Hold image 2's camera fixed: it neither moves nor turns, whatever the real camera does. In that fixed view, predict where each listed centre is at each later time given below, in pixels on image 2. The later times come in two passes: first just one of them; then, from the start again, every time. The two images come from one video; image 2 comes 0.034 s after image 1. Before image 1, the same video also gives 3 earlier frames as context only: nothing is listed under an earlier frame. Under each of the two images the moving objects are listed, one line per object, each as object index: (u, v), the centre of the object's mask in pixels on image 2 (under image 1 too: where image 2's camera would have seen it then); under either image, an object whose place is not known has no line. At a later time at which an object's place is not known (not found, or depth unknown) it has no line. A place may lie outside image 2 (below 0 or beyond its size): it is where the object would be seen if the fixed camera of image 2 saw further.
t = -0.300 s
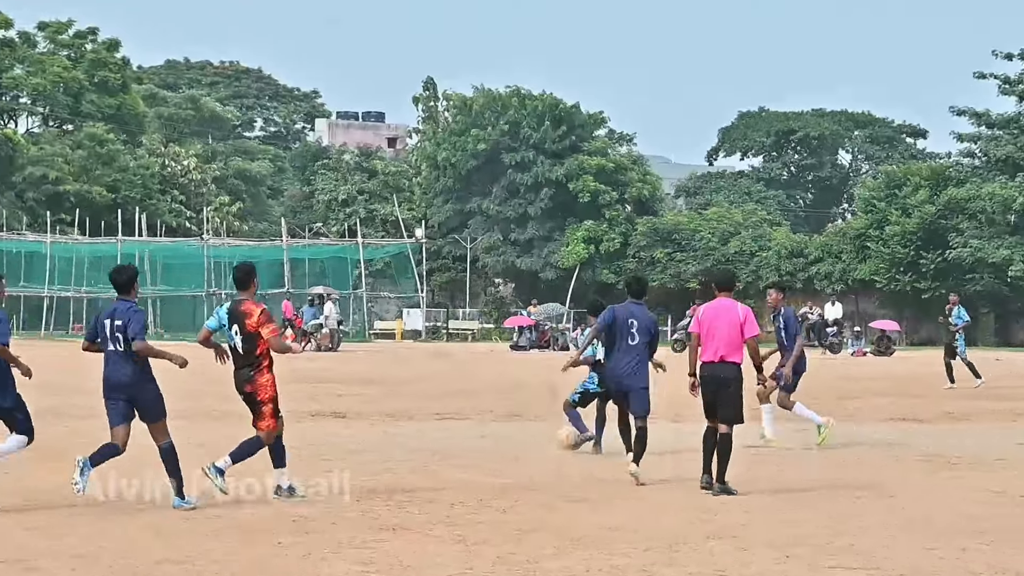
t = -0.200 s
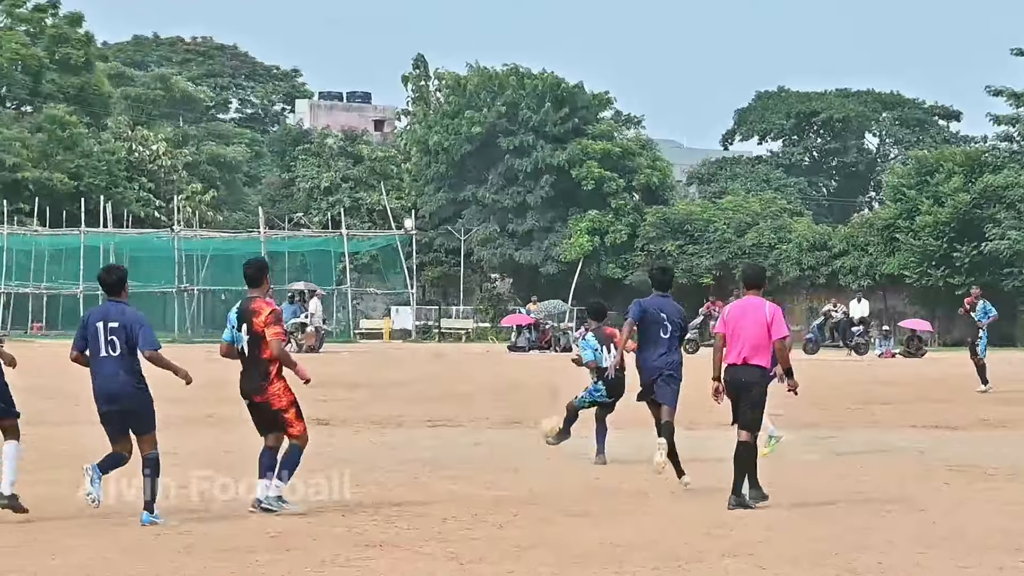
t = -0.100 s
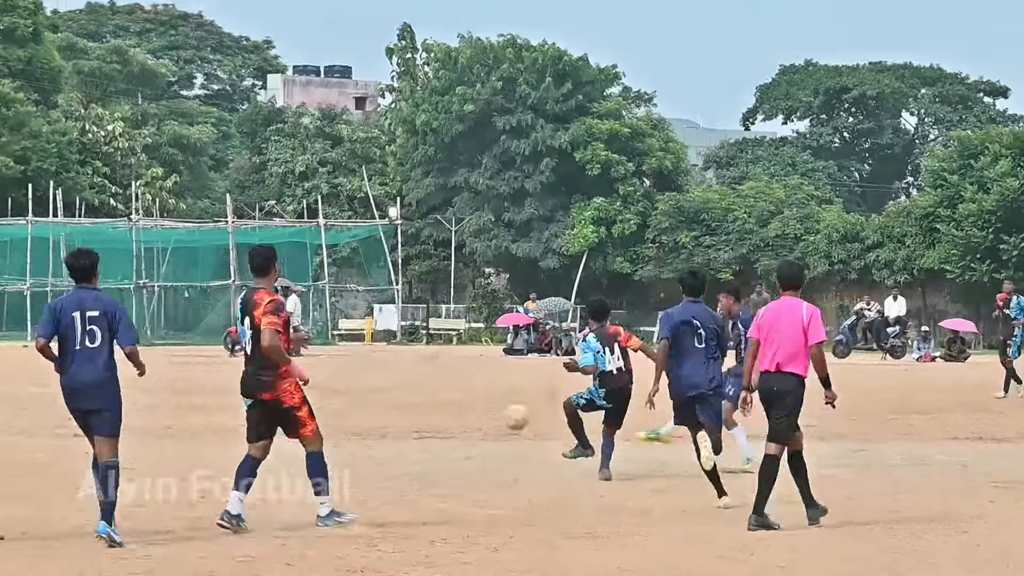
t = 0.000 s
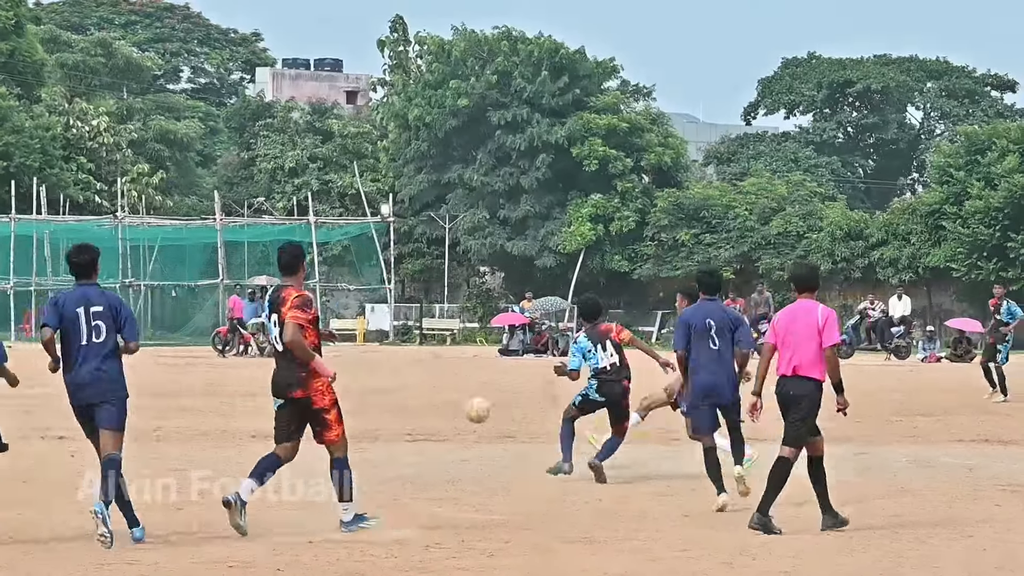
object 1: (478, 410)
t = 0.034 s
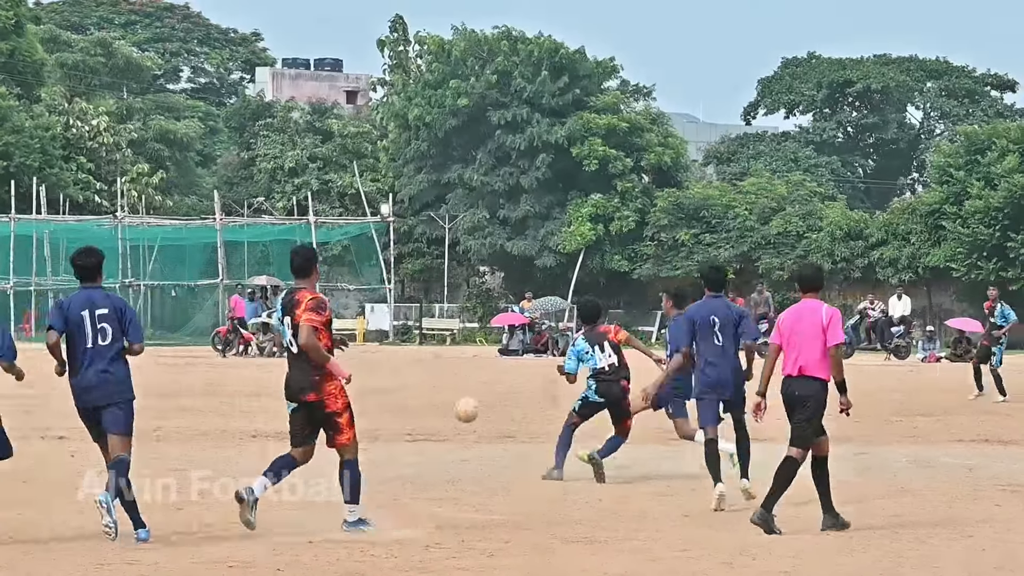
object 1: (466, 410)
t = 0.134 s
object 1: (438, 417)
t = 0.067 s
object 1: (456, 412)
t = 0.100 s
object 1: (448, 413)
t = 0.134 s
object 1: (438, 417)
